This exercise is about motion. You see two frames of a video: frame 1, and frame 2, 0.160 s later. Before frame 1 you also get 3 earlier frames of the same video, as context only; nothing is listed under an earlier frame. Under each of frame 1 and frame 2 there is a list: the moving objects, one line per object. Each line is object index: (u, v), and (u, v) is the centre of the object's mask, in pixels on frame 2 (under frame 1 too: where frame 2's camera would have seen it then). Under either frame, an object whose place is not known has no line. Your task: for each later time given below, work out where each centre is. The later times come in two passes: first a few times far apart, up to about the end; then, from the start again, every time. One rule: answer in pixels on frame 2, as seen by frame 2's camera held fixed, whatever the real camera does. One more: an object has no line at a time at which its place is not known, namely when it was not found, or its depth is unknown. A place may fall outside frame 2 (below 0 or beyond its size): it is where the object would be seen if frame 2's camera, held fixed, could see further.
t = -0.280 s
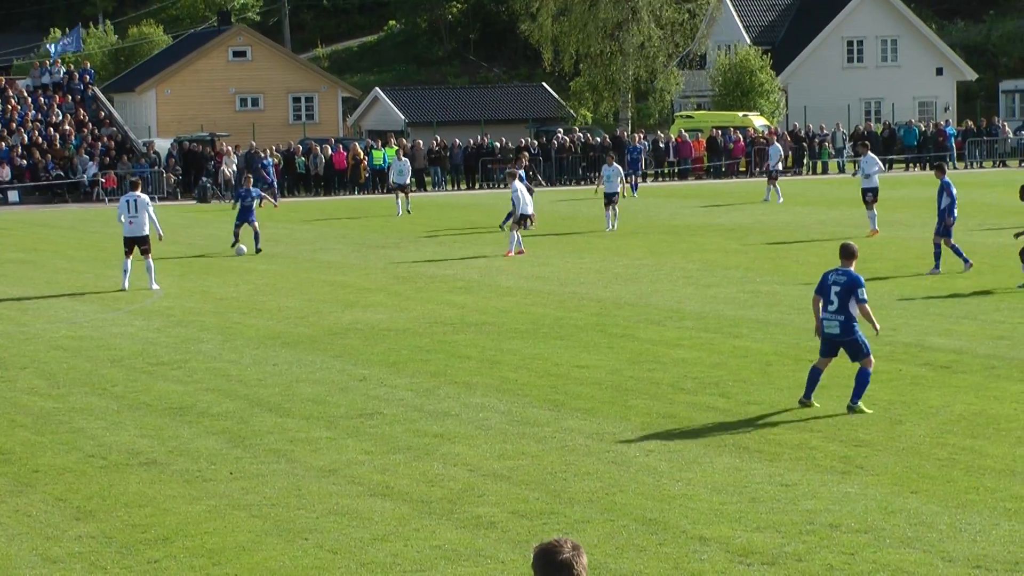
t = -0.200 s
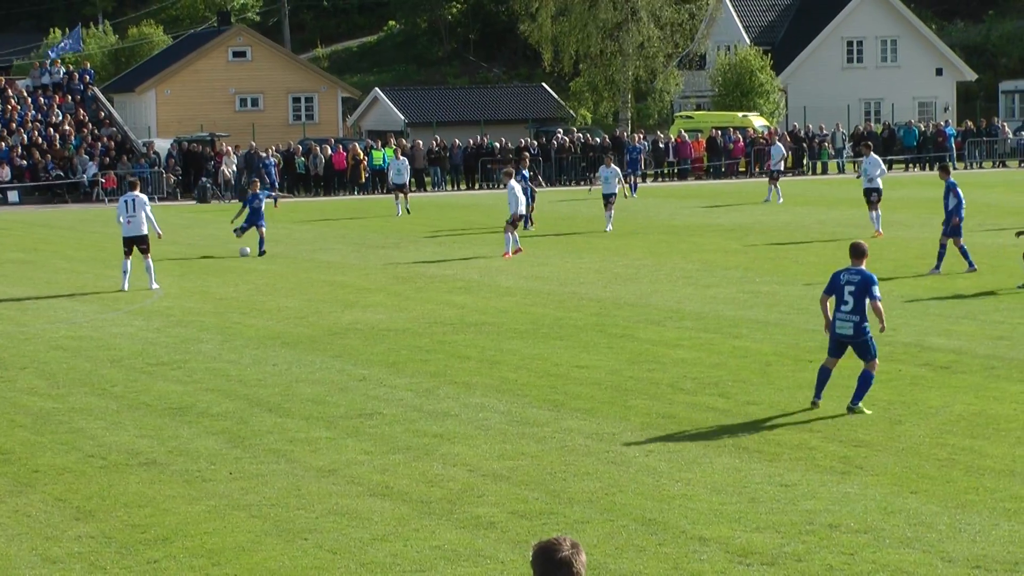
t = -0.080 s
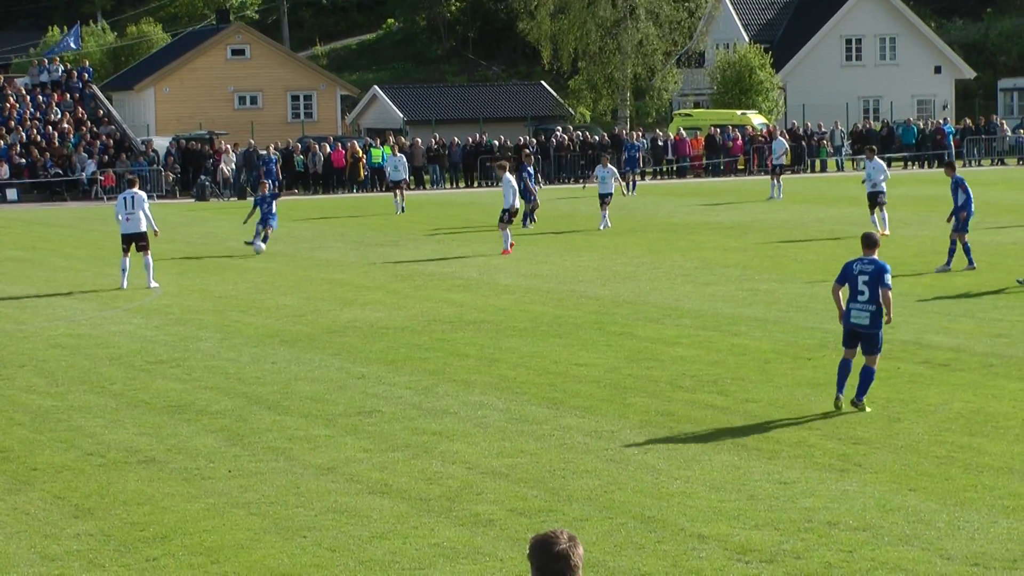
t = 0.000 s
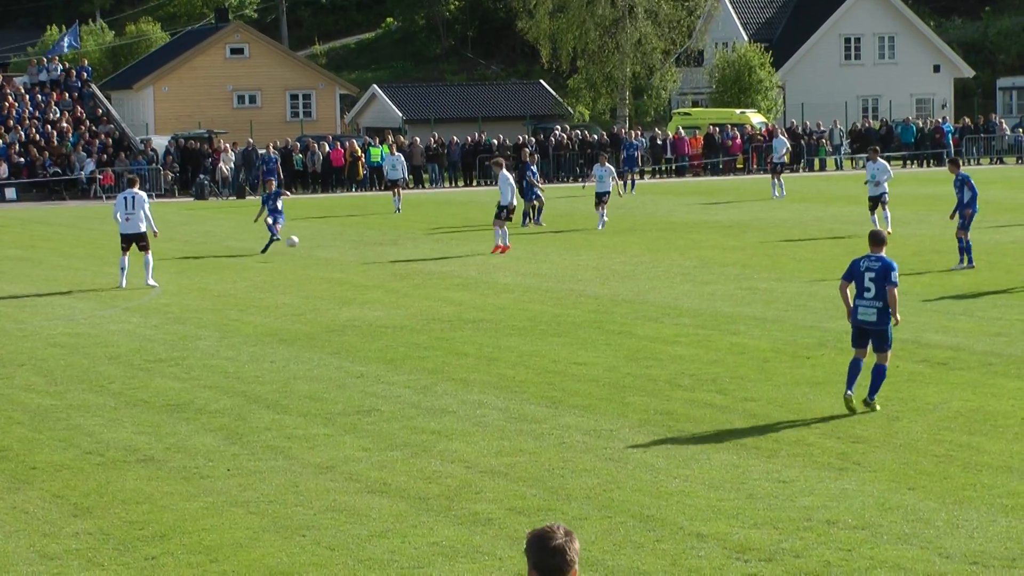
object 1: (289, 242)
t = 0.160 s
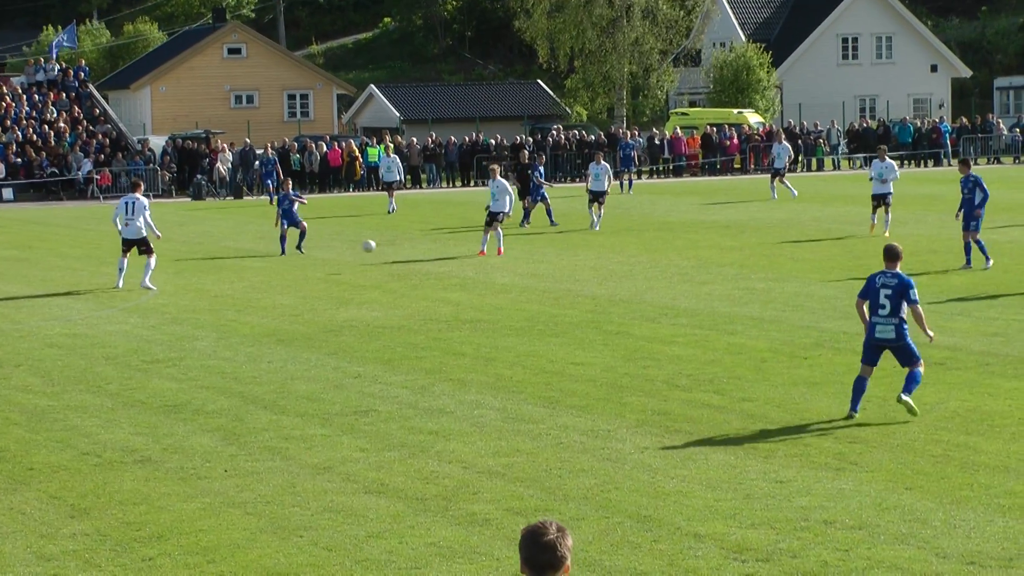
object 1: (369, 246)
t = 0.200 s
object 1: (391, 250)
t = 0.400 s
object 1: (513, 282)
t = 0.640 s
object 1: (662, 295)
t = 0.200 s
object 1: (391, 250)
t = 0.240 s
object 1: (416, 256)
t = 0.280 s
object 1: (441, 264)
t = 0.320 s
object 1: (465, 273)
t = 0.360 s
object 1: (491, 283)
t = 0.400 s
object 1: (513, 282)
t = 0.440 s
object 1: (536, 280)
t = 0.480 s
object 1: (561, 280)
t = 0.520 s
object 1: (585, 282)
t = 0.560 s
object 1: (609, 284)
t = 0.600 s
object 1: (635, 289)
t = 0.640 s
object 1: (662, 295)
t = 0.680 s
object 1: (689, 303)
